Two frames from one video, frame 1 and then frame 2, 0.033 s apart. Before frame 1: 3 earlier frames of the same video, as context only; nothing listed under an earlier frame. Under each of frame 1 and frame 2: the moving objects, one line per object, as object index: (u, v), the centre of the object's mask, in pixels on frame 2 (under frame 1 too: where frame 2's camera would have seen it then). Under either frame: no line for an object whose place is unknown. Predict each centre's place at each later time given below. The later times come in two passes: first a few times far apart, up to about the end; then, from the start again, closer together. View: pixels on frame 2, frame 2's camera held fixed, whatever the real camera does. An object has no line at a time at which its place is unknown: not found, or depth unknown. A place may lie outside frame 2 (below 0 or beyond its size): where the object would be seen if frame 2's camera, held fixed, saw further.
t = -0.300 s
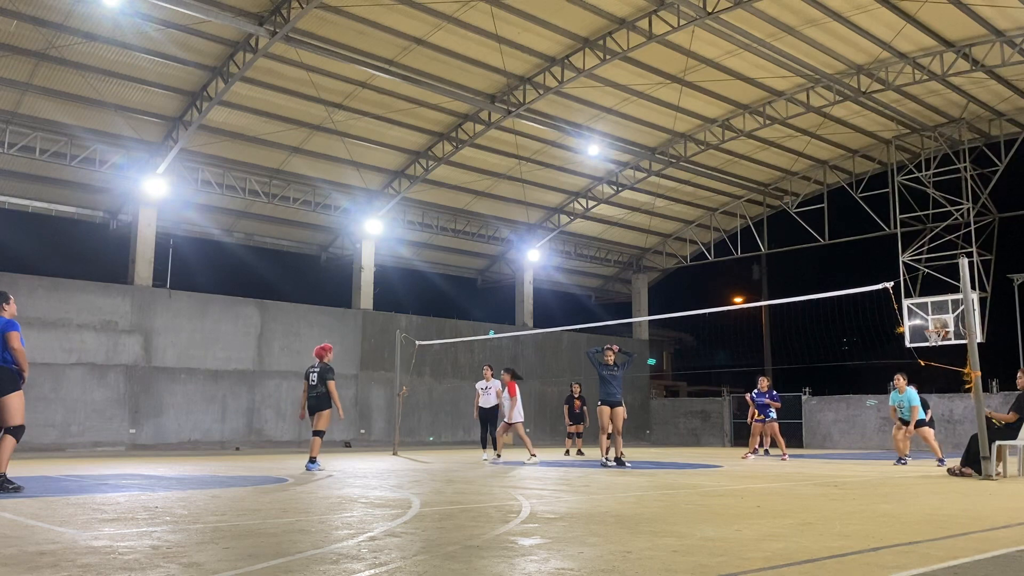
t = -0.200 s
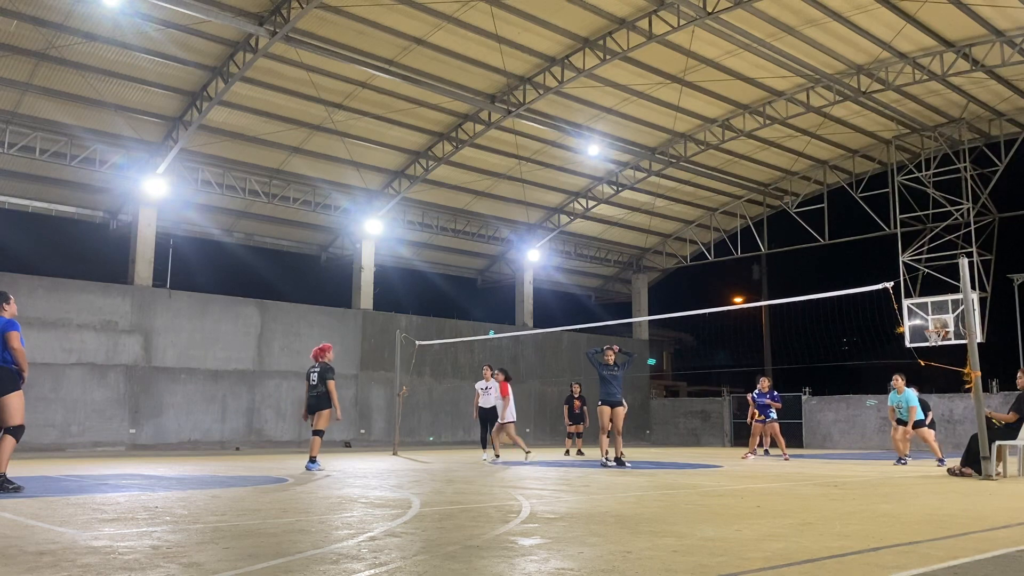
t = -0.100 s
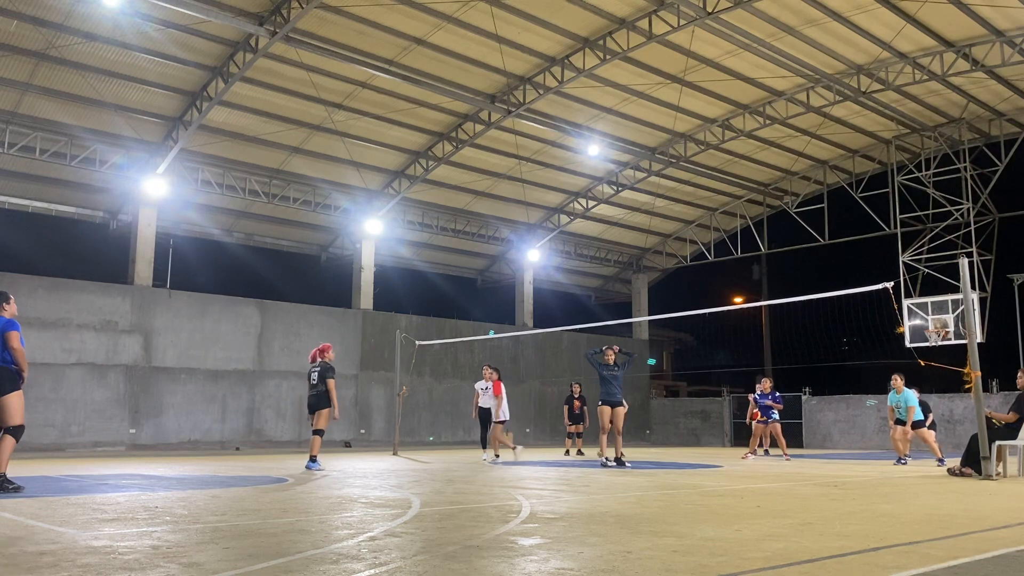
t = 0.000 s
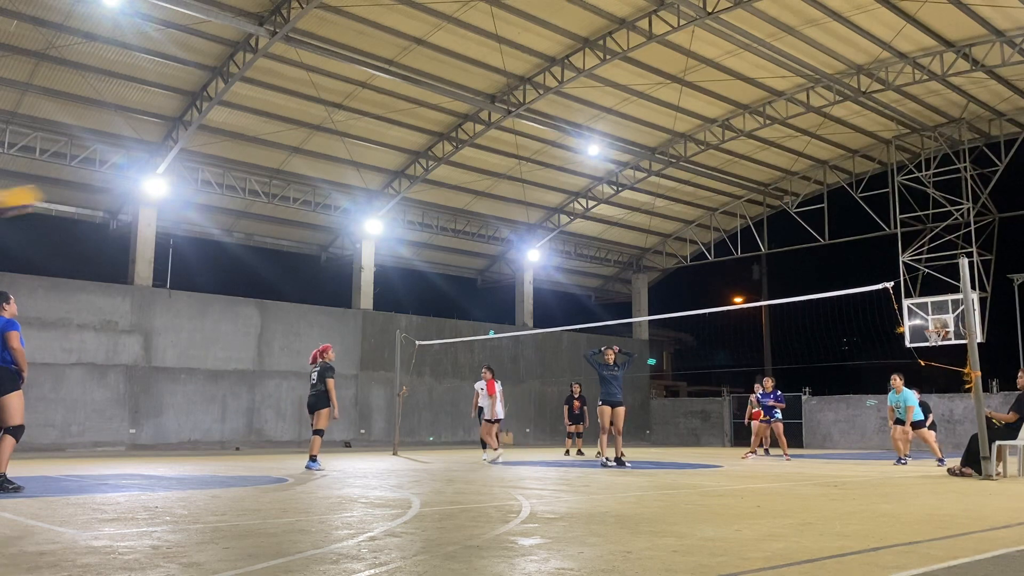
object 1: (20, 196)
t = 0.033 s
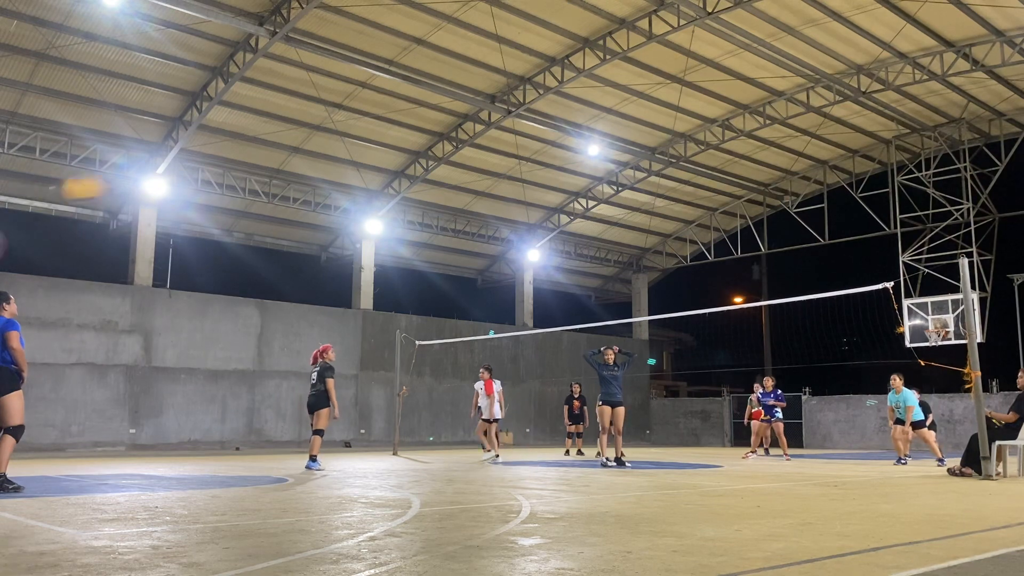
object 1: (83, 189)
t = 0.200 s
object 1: (318, 159)
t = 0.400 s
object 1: (491, 169)
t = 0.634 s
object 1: (622, 202)
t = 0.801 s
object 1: (689, 238)
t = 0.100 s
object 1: (189, 172)
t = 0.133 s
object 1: (236, 167)
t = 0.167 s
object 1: (278, 161)
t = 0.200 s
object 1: (318, 159)
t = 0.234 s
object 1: (352, 160)
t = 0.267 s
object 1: (386, 160)
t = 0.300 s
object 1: (414, 160)
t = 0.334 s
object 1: (439, 162)
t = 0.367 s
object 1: (466, 165)
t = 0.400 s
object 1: (491, 169)
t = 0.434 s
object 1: (512, 172)
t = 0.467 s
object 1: (533, 175)
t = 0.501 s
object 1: (553, 179)
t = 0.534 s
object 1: (573, 184)
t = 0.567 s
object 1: (589, 189)
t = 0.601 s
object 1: (606, 194)
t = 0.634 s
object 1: (622, 202)
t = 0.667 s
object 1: (637, 207)
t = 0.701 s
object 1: (651, 214)
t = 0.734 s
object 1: (665, 223)
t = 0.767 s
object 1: (677, 231)
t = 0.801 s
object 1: (689, 238)
